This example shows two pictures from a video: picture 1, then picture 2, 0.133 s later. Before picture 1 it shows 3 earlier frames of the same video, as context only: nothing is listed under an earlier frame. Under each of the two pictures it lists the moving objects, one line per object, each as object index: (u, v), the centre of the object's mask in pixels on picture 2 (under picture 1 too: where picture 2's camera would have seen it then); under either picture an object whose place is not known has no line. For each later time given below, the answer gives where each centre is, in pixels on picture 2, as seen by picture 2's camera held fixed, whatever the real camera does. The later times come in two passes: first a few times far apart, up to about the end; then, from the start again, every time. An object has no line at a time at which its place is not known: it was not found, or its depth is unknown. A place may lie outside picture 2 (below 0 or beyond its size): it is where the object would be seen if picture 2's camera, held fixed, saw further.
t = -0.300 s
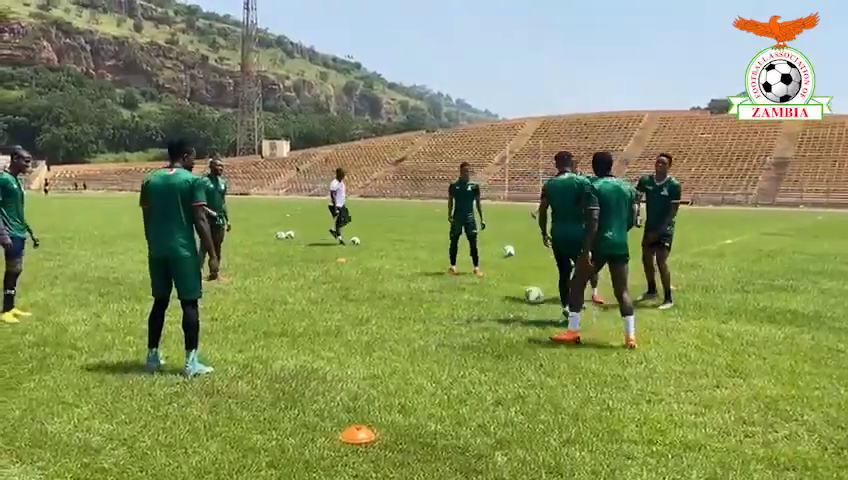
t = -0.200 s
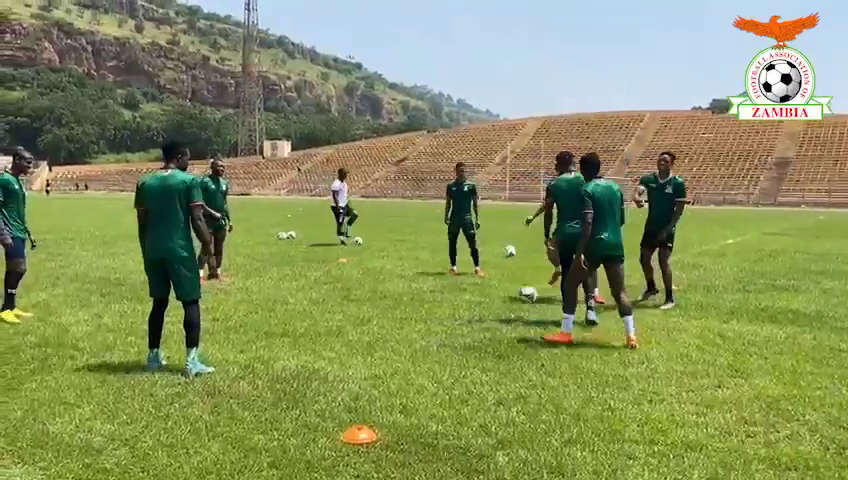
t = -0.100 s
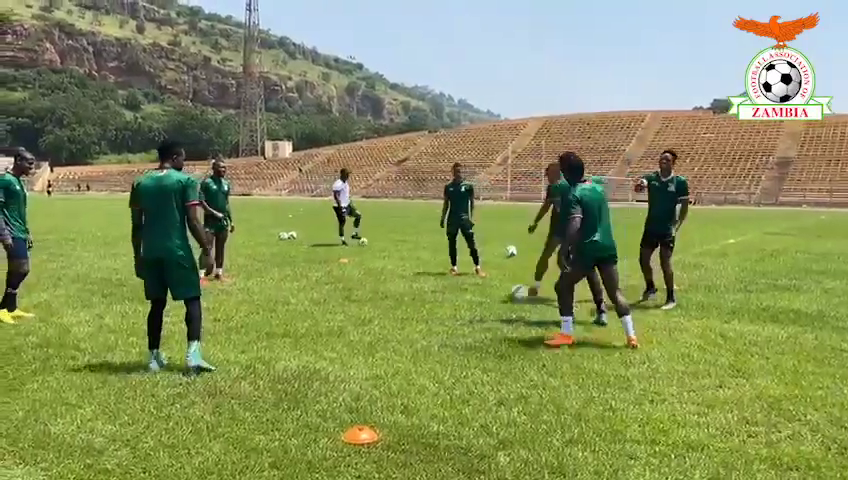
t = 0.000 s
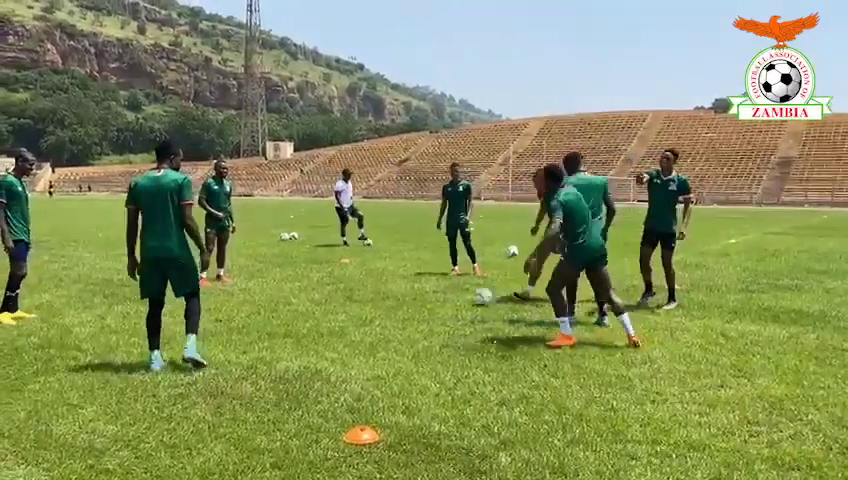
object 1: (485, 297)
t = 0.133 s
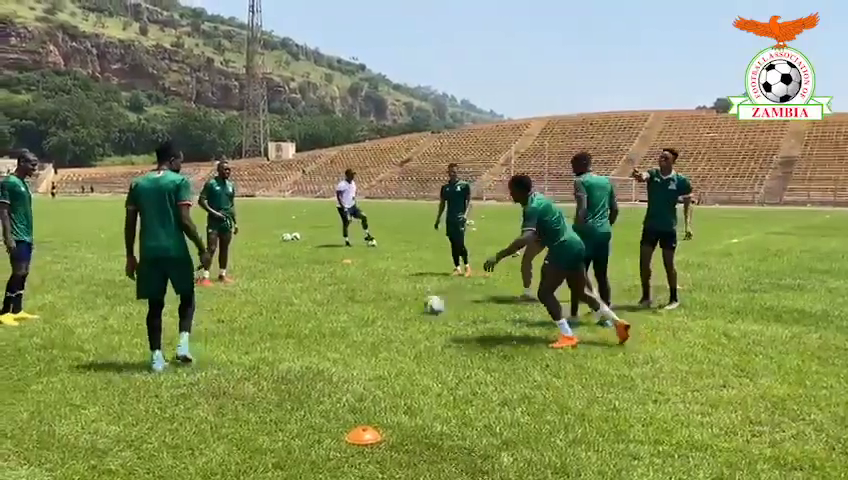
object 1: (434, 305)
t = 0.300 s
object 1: (373, 312)
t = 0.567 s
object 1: (274, 324)
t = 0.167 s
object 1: (422, 306)
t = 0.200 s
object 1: (410, 307)
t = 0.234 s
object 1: (398, 308)
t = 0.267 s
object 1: (385, 311)
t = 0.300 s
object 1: (373, 312)
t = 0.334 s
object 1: (361, 313)
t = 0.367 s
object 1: (350, 314)
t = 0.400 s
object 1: (337, 315)
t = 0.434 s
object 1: (326, 313)
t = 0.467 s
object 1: (313, 319)
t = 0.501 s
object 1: (300, 323)
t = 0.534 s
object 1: (288, 323)
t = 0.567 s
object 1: (274, 324)
